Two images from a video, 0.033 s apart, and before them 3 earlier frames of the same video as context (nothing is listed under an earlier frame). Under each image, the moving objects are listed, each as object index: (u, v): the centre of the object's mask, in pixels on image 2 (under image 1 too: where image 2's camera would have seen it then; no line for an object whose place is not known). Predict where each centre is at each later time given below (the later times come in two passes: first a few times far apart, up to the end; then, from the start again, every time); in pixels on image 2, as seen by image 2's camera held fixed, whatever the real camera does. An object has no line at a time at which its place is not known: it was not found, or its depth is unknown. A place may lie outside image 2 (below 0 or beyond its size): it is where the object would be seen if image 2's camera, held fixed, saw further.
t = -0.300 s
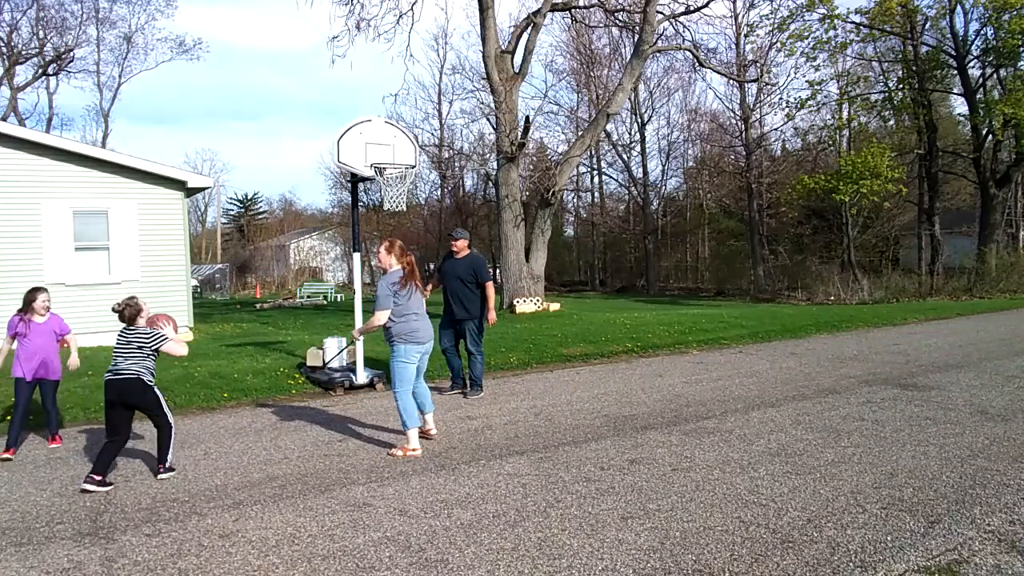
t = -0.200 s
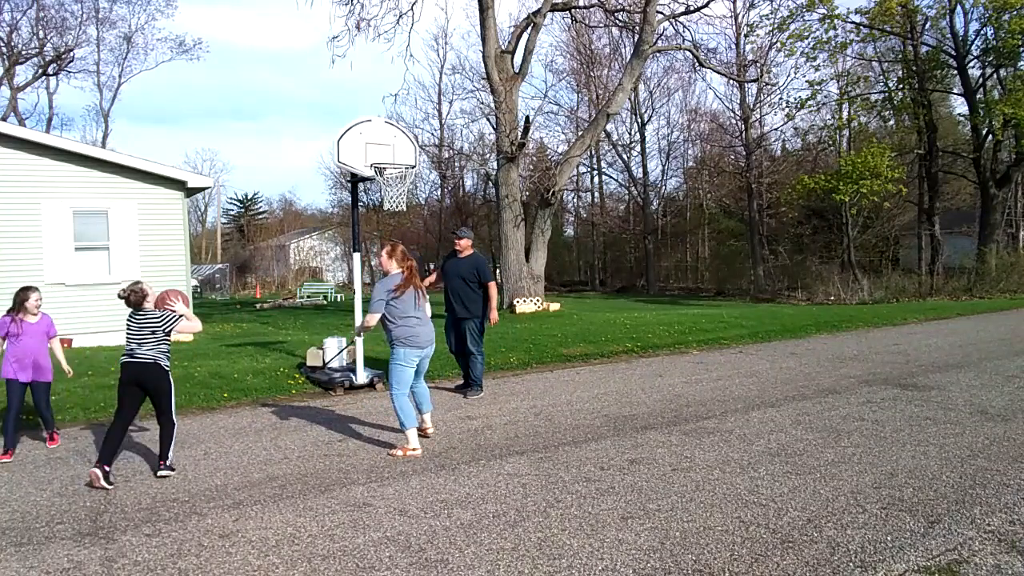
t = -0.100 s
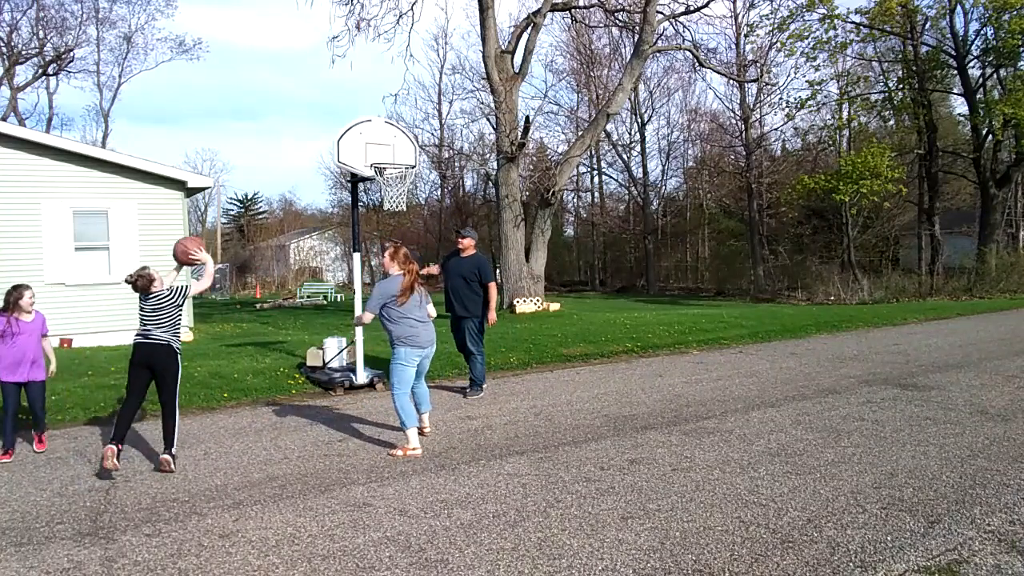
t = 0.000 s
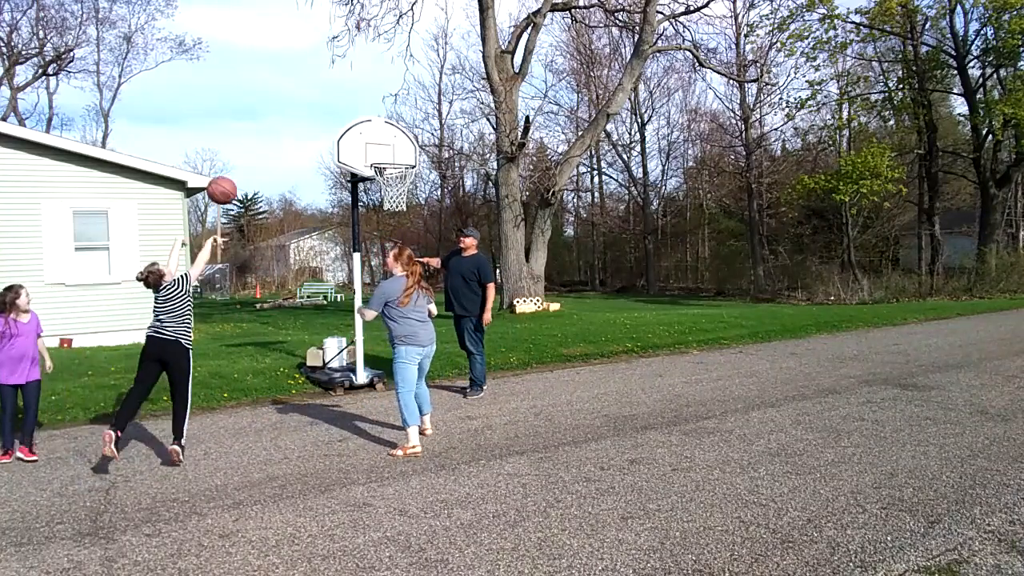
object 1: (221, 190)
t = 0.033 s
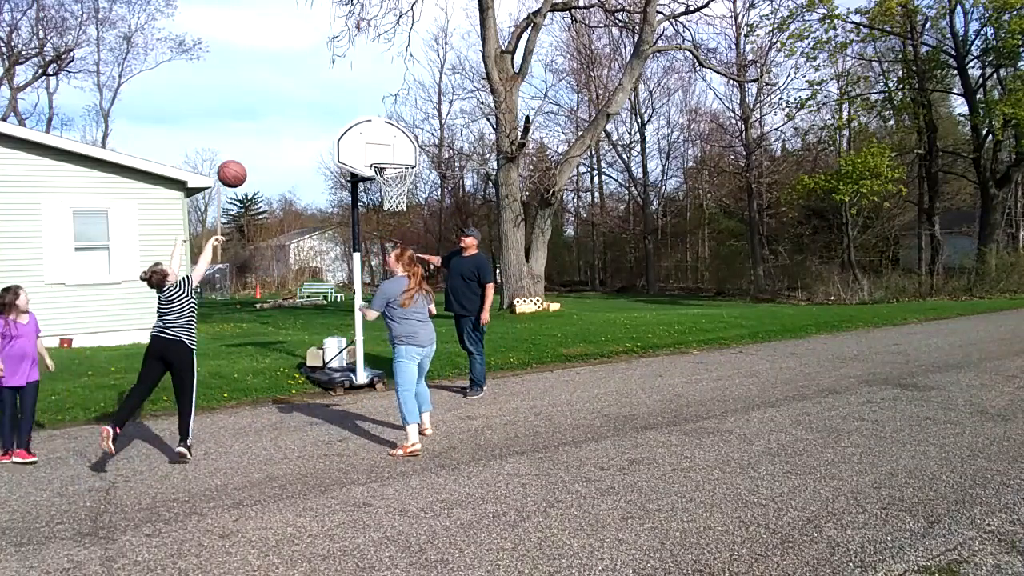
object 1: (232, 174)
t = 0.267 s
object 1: (294, 104)
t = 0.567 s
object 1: (356, 105)
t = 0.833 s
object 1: (398, 114)
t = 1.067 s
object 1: (433, 160)
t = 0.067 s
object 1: (241, 159)
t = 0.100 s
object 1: (251, 146)
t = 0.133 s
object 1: (260, 135)
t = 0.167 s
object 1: (269, 125)
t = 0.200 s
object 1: (277, 117)
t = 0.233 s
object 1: (286, 110)
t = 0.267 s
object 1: (294, 104)
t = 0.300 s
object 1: (301, 100)
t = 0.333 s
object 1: (309, 97)
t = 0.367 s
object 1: (316, 95)
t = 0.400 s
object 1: (323, 94)
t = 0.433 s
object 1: (330, 94)
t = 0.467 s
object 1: (337, 96)
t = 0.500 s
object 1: (344, 98)
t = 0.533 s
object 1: (350, 101)
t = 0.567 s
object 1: (356, 105)
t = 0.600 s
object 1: (362, 111)
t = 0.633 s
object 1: (367, 110)
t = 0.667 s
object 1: (372, 108)
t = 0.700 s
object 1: (377, 108)
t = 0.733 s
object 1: (382, 108)
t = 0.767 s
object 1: (387, 109)
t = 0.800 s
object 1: (393, 111)
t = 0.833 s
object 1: (398, 114)
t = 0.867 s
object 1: (403, 118)
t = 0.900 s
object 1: (408, 123)
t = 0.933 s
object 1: (413, 128)
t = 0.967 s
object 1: (418, 135)
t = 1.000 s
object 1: (424, 142)
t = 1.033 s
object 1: (428, 150)
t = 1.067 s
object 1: (433, 160)
